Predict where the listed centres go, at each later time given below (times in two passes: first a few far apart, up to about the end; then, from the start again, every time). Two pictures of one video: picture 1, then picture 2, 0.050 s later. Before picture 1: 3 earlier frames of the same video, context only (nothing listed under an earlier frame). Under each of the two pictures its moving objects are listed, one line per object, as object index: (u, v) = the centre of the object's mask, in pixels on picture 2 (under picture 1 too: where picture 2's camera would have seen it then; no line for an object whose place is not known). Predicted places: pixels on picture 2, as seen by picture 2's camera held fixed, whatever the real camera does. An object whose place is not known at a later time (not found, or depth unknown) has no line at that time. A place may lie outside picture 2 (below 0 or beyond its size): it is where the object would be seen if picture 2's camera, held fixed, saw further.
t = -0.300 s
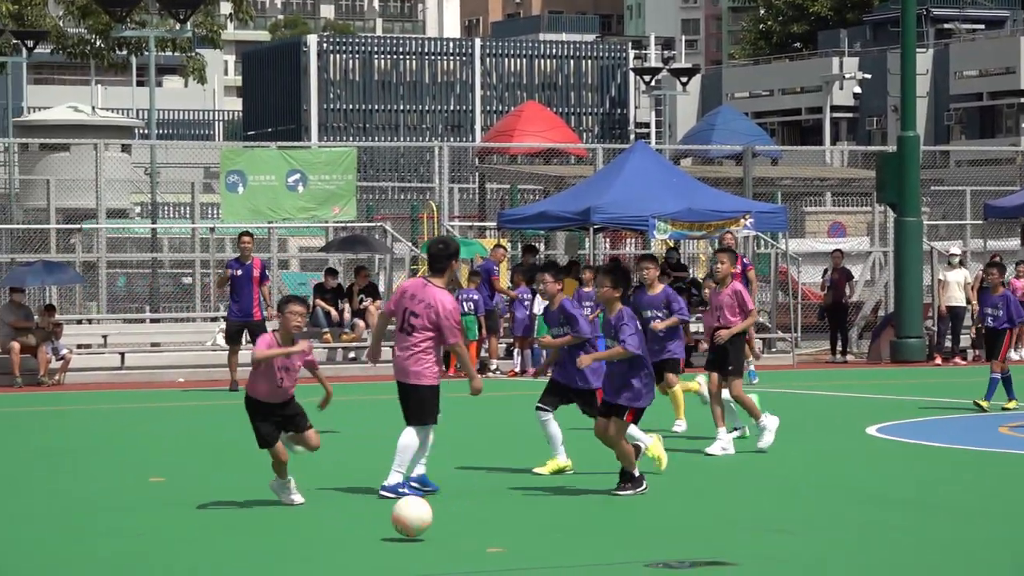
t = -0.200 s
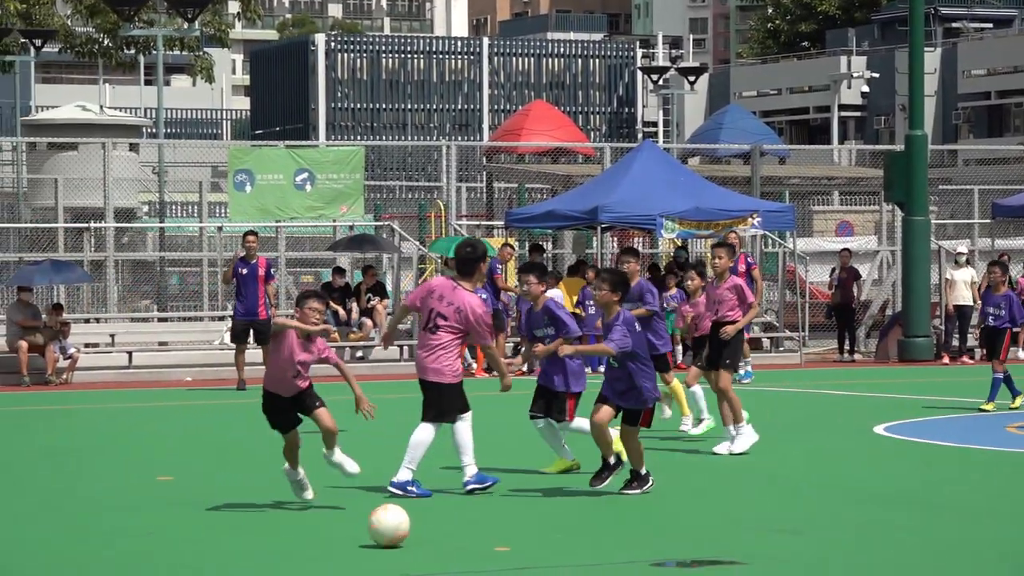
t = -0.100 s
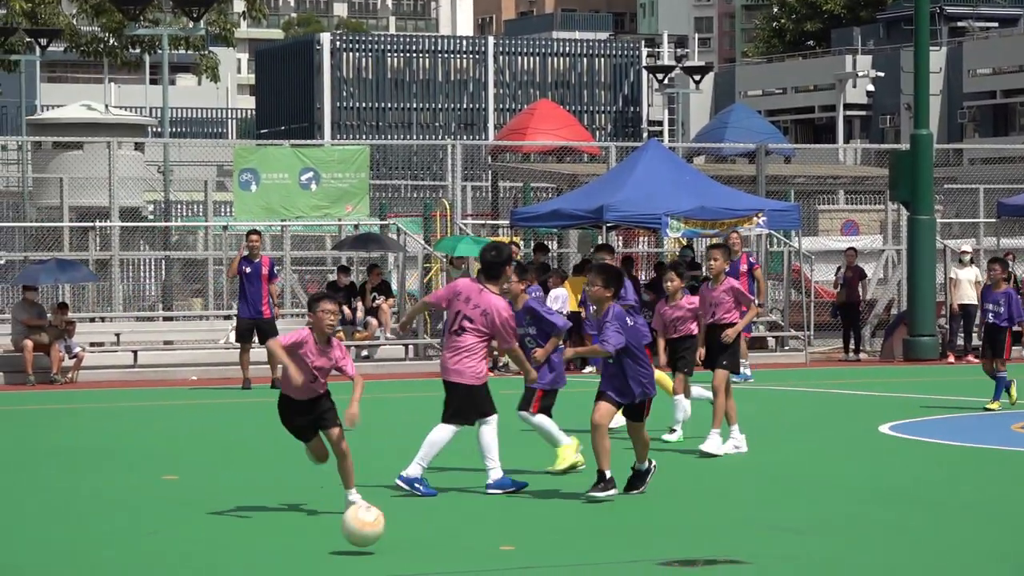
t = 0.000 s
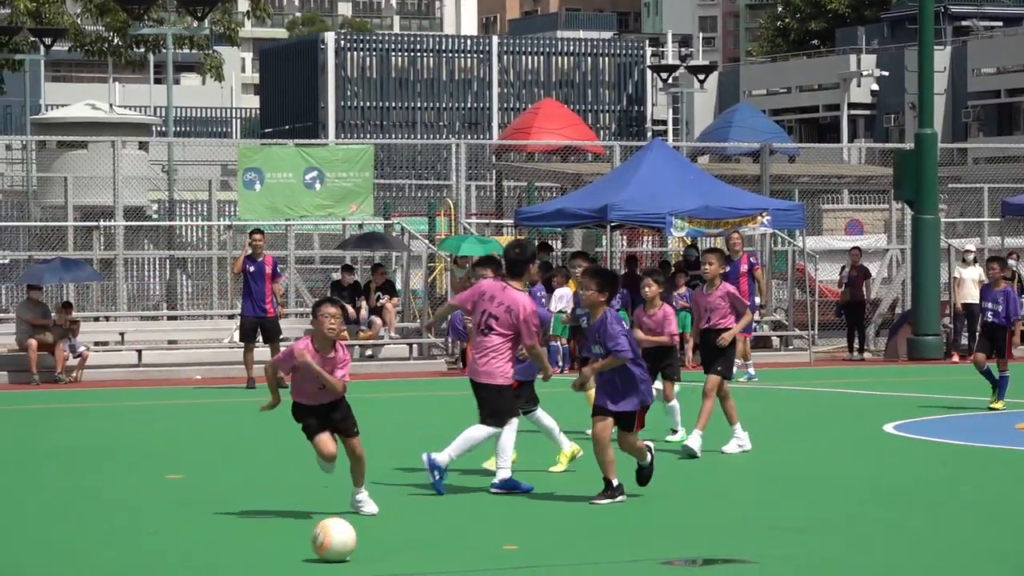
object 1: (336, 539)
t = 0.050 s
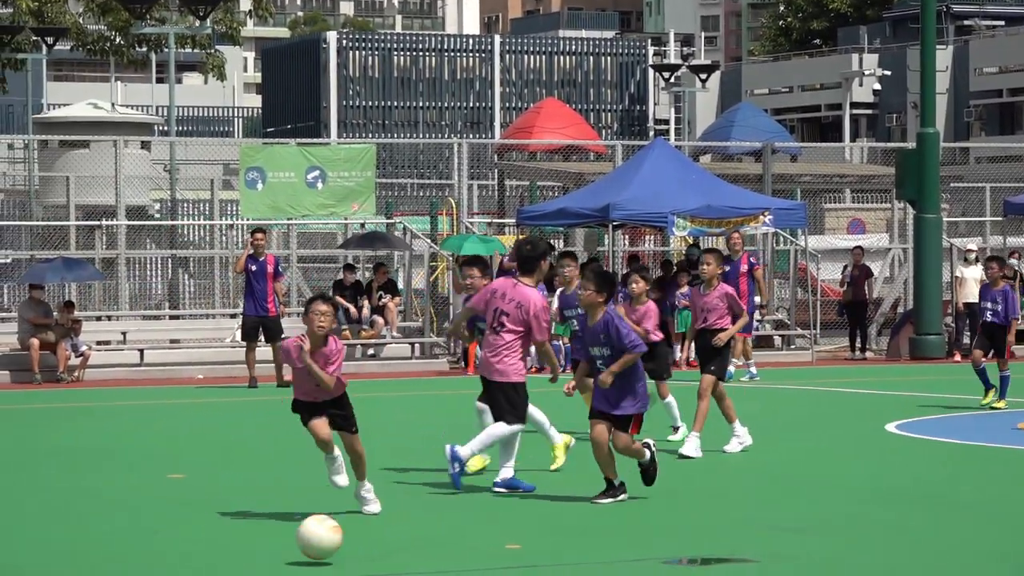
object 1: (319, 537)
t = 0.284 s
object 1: (236, 557)
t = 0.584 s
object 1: (118, 584)
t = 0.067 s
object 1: (313, 537)
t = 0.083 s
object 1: (308, 537)
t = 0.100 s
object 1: (302, 538)
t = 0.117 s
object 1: (296, 540)
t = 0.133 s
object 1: (290, 543)
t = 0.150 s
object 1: (284, 546)
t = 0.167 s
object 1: (279, 551)
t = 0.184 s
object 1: (272, 555)
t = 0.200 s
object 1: (266, 555)
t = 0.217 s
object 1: (261, 554)
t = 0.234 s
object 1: (255, 554)
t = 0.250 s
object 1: (249, 554)
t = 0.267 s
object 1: (242, 555)
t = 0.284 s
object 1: (236, 557)
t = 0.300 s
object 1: (230, 559)
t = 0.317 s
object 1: (224, 563)
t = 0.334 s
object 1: (218, 566)
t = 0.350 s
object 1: (211, 570)
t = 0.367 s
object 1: (204, 570)
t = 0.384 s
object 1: (198, 569)
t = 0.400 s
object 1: (192, 569)
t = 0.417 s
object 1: (185, 569)
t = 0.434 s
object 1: (179, 570)
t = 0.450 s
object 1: (172, 572)
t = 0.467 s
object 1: (166, 574)
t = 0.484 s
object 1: (158, 577)
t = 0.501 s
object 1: (152, 582)
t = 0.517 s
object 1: (145, 585)
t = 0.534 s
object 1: (138, 584)
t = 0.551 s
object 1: (131, 584)
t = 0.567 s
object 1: (124, 584)
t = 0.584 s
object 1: (118, 584)
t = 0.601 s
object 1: (110, 585)
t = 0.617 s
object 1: (103, 587)
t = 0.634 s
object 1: (96, 589)
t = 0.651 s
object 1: (88, 592)
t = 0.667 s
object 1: (81, 597)
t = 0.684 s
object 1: (73, 599)
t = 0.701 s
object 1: (66, 598)
